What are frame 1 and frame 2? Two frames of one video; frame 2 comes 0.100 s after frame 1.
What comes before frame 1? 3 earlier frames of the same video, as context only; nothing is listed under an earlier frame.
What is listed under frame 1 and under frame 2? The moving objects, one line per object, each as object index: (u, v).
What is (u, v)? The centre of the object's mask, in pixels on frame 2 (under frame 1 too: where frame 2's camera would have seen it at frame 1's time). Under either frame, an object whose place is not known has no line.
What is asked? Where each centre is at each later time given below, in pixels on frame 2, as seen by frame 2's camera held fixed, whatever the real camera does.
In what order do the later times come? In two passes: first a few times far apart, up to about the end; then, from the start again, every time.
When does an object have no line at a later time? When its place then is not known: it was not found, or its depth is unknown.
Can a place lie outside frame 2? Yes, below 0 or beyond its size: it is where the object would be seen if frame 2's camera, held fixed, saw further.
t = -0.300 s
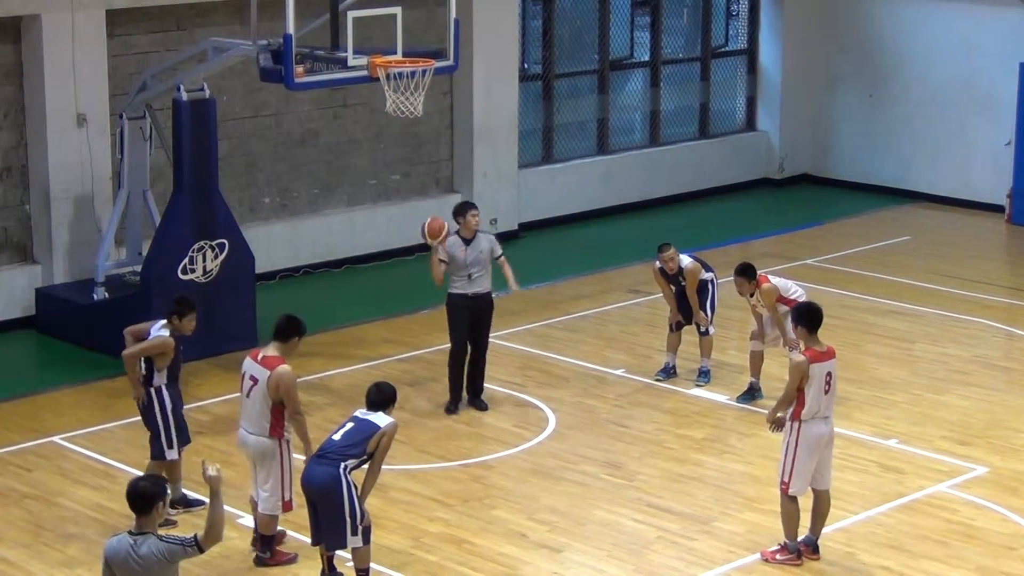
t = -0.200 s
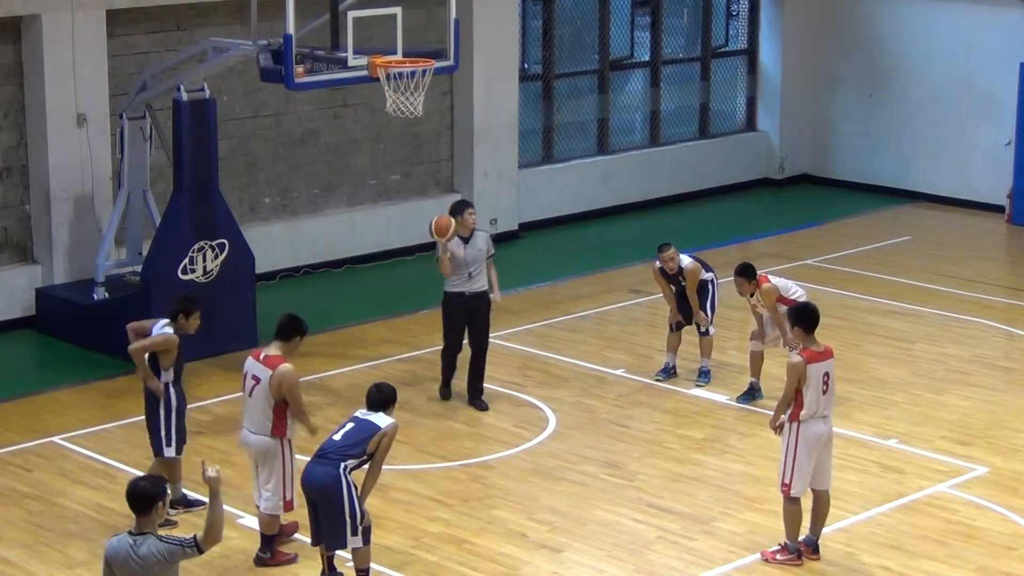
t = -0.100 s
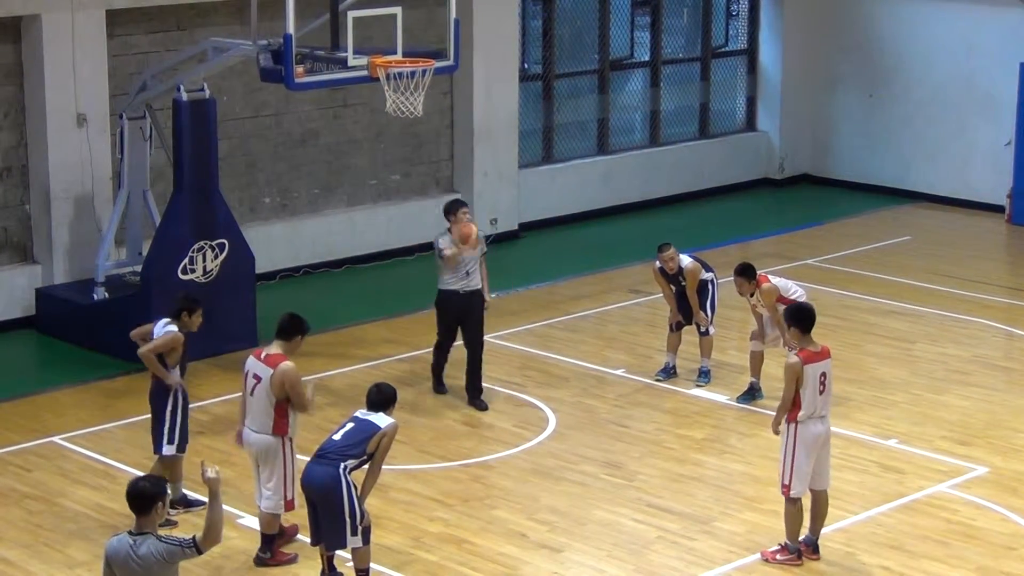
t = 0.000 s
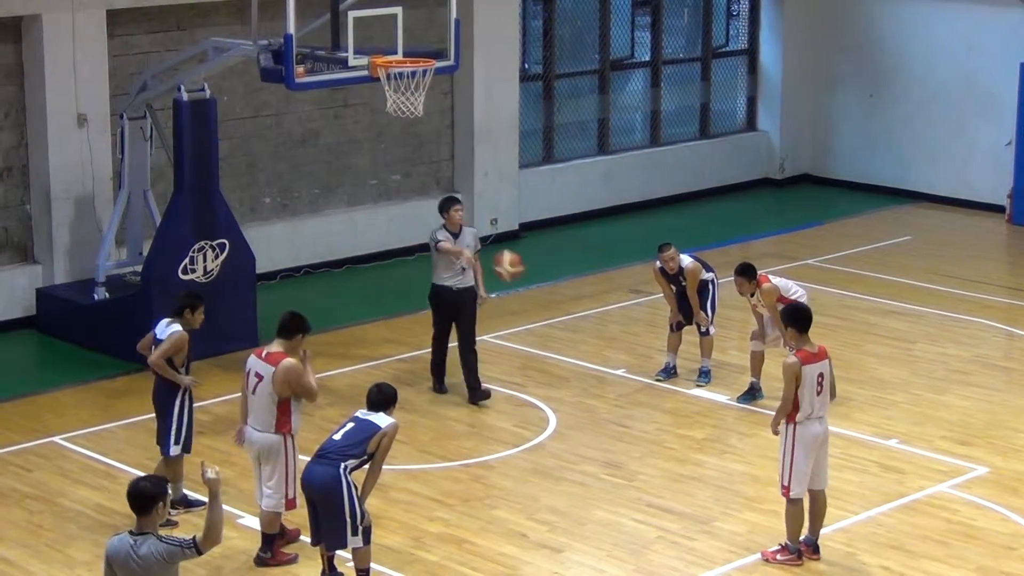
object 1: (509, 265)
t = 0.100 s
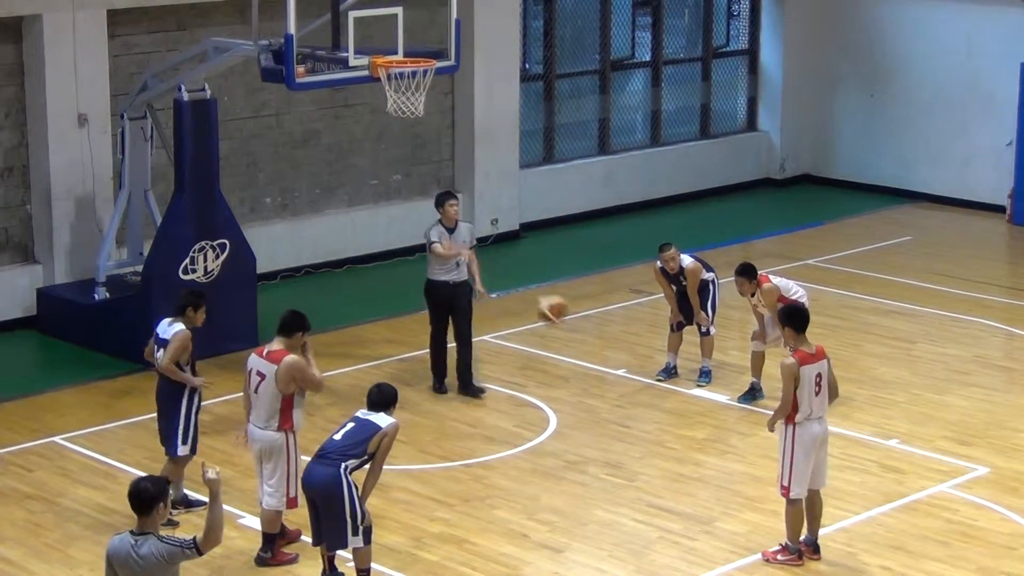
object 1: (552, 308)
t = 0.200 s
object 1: (596, 366)
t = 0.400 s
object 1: (681, 481)
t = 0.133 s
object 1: (566, 324)
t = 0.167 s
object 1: (581, 343)
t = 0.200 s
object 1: (596, 366)
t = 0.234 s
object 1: (611, 389)
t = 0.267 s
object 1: (626, 414)
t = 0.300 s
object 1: (641, 440)
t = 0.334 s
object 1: (658, 467)
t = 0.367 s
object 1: (673, 497)
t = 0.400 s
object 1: (681, 481)
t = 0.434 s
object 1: (690, 465)
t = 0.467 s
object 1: (698, 453)
